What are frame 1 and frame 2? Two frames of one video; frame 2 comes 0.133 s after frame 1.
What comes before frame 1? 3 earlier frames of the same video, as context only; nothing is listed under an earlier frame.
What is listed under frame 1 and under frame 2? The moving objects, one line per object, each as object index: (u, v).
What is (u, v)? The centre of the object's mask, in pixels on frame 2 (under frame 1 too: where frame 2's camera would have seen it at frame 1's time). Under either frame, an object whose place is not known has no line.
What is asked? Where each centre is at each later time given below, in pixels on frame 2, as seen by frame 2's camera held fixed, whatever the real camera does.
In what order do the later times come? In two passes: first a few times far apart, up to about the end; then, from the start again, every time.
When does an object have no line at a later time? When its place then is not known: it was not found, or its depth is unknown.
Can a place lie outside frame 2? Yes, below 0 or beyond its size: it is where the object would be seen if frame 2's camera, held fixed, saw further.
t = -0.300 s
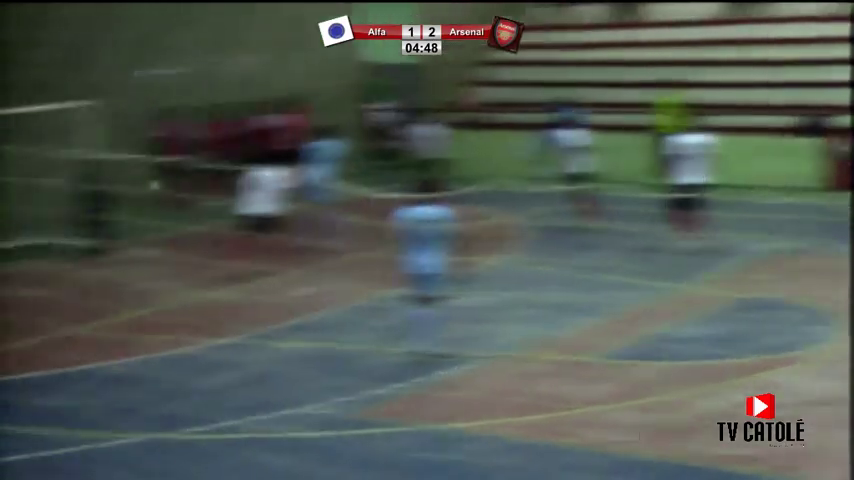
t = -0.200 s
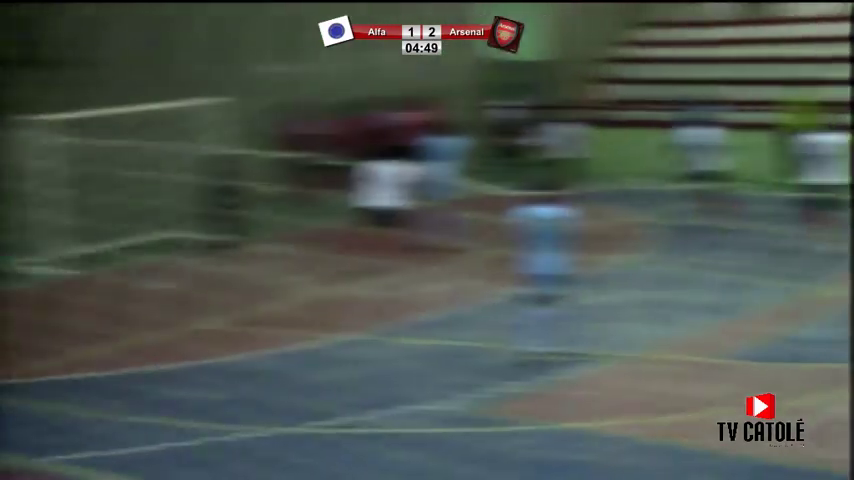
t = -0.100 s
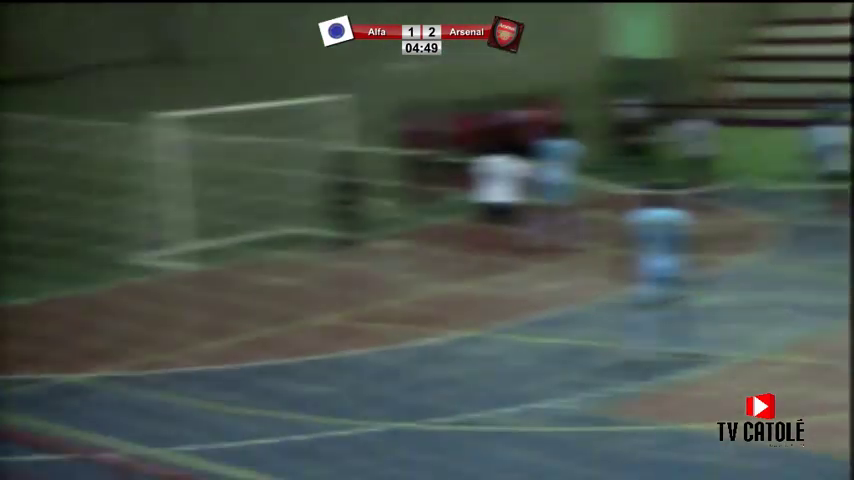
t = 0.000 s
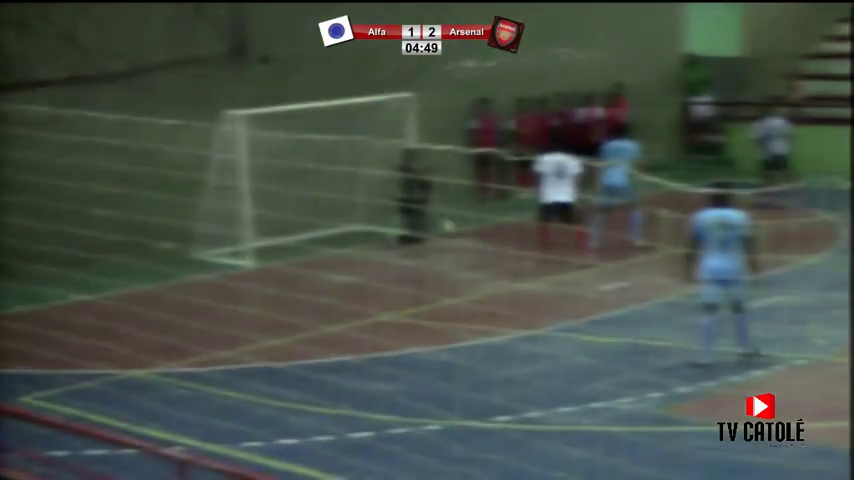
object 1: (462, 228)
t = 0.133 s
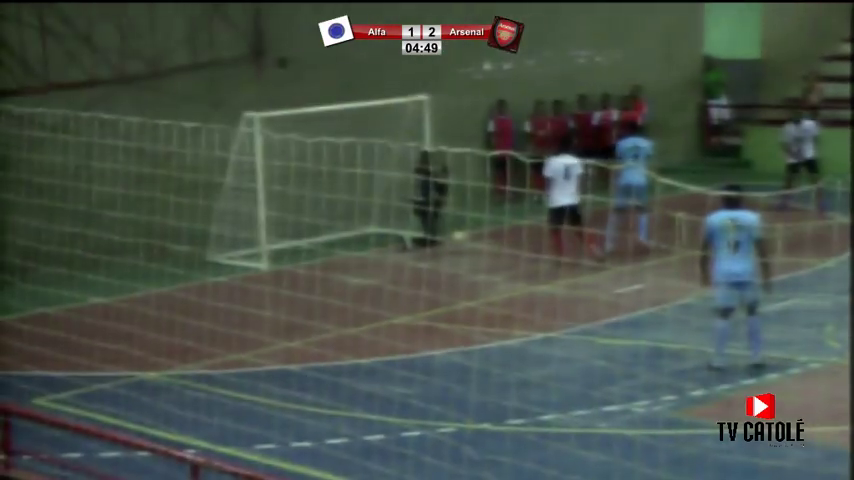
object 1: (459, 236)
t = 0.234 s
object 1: (454, 243)
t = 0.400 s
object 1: (447, 273)
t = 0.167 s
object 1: (457, 237)
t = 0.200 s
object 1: (456, 239)
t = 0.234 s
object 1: (454, 243)
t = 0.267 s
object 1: (453, 248)
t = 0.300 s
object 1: (451, 254)
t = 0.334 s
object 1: (450, 260)
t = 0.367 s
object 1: (448, 268)
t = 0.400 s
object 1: (447, 273)
